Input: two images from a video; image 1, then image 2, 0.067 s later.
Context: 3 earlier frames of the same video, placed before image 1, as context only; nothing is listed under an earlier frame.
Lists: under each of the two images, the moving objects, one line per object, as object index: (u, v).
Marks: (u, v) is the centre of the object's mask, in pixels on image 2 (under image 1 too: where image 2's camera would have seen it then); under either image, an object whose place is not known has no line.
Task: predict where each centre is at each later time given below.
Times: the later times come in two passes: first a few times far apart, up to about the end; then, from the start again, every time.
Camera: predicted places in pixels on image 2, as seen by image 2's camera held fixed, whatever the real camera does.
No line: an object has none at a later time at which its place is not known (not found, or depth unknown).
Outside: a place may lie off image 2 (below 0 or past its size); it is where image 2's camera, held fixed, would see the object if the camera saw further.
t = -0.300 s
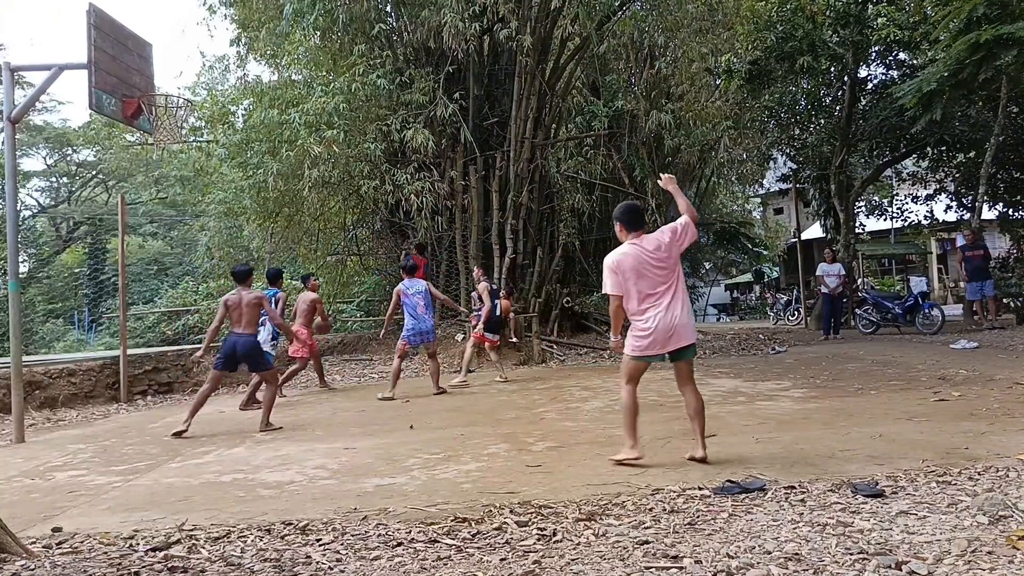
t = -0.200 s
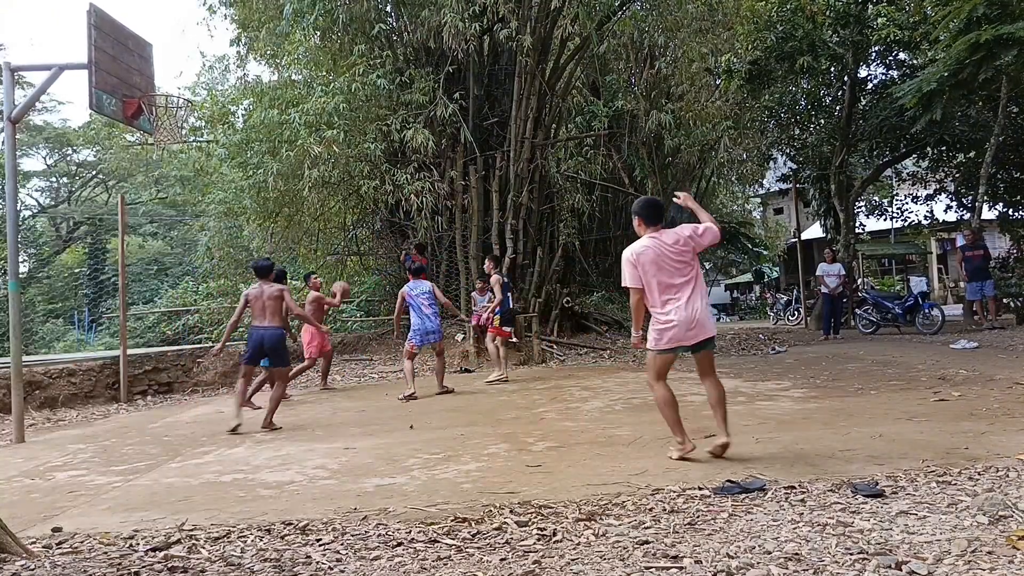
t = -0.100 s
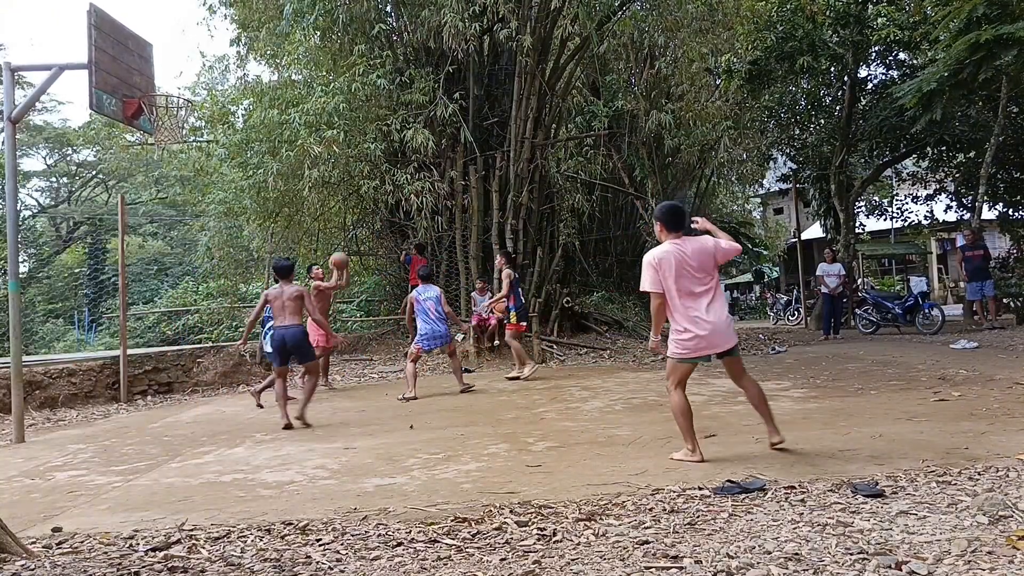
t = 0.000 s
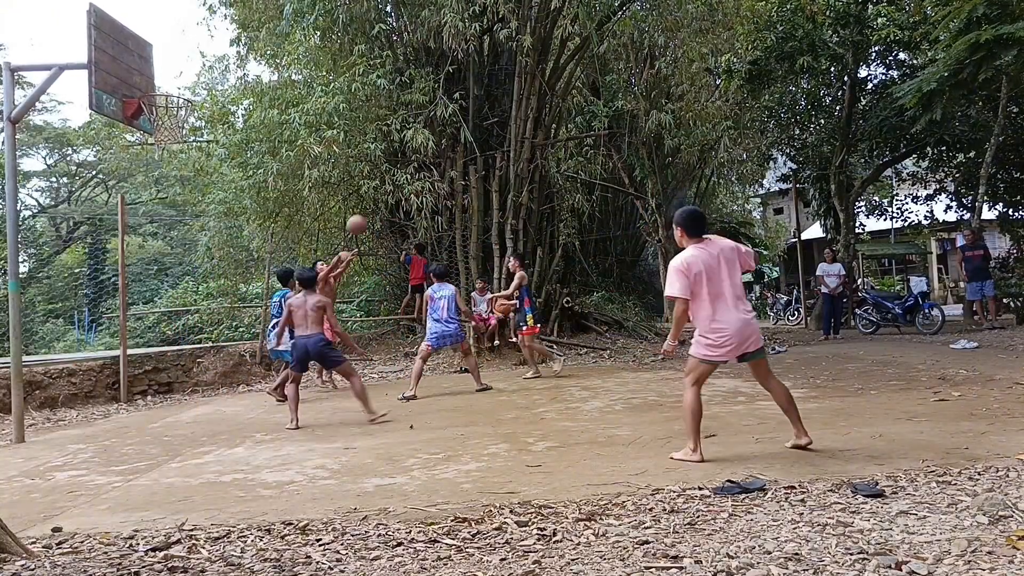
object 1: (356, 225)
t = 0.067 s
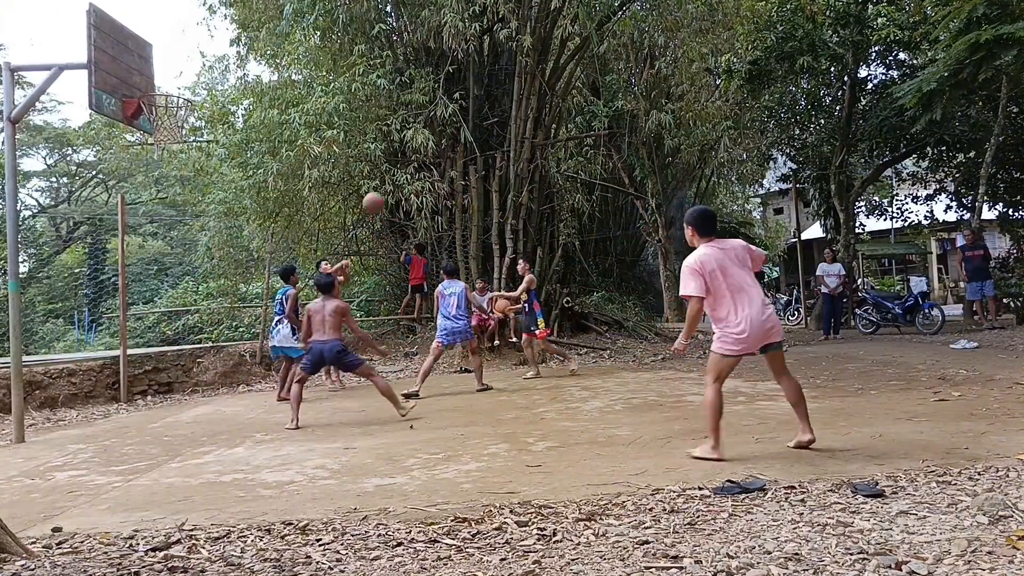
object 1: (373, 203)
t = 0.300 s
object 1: (445, 140)
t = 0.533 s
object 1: (553, 112)
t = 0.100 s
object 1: (382, 193)
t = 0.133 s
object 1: (391, 183)
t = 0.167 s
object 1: (400, 173)
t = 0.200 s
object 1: (410, 163)
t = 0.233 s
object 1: (421, 156)
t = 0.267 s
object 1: (433, 148)
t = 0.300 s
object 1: (445, 140)
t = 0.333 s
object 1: (457, 134)
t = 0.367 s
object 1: (472, 127)
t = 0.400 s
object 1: (485, 123)
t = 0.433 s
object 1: (500, 119)
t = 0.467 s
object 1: (516, 114)
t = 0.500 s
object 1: (534, 112)
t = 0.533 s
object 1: (553, 112)
